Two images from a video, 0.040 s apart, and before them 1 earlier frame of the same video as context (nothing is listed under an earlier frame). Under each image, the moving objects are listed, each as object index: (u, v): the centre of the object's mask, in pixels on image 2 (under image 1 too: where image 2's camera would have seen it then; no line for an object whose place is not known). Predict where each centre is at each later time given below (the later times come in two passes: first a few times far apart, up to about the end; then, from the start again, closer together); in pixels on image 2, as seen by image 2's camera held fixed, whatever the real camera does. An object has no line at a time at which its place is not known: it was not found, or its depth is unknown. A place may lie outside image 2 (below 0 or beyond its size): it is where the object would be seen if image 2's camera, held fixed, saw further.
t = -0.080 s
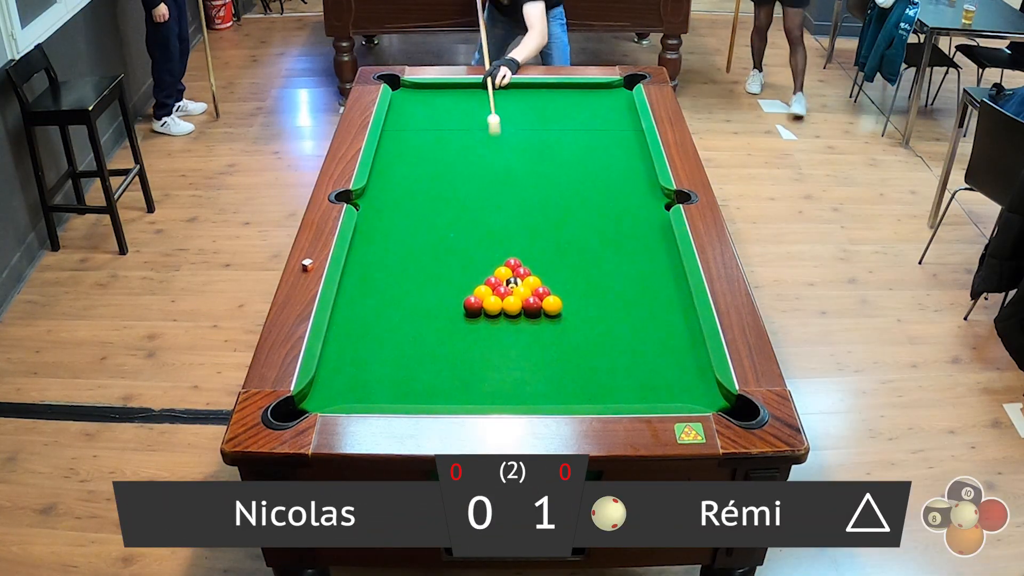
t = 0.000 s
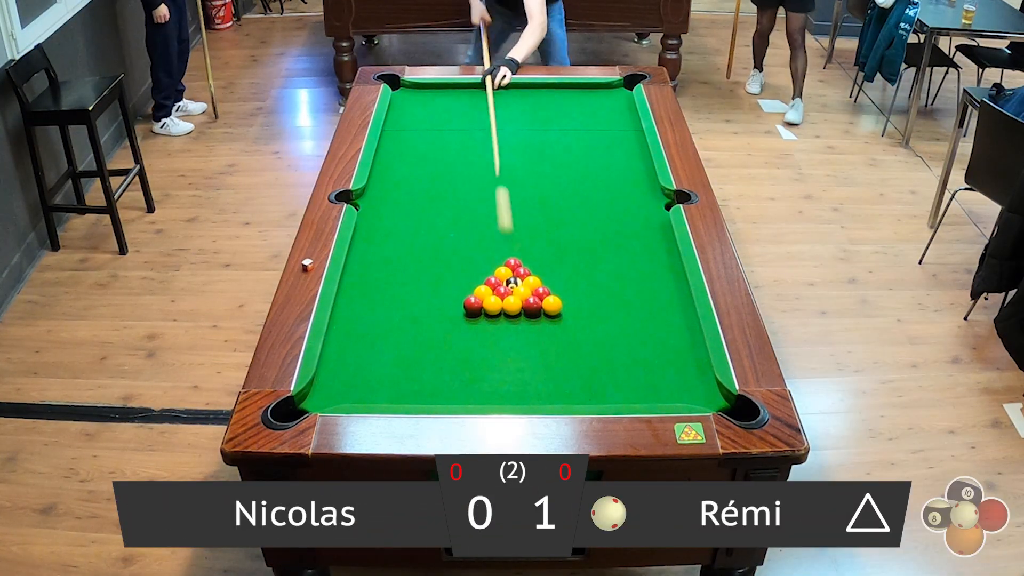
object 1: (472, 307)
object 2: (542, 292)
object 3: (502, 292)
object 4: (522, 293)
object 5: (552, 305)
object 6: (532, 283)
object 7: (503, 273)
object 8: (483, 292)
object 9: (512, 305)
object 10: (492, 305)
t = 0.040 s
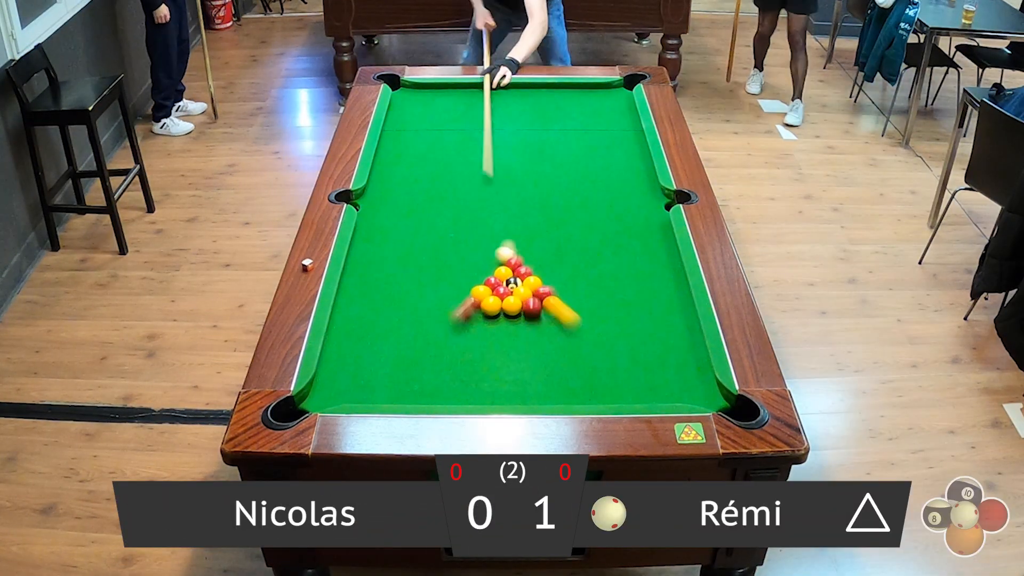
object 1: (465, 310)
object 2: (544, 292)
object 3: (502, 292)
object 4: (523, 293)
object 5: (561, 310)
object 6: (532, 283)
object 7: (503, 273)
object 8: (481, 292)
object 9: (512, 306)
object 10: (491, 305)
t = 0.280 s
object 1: (341, 334)
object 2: (605, 288)
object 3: (486, 302)
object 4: (532, 303)
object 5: (665, 317)
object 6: (543, 282)
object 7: (507, 269)
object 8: (443, 293)
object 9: (509, 313)
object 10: (465, 325)
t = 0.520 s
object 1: (396, 249)
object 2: (585, 244)
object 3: (472, 308)
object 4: (540, 310)
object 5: (670, 269)
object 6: (551, 280)
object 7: (510, 264)
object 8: (409, 292)
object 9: (507, 319)
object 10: (440, 343)
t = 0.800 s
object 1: (451, 175)
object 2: (608, 209)
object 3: (458, 314)
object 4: (549, 312)
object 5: (650, 223)
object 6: (557, 277)
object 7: (513, 259)
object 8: (372, 290)
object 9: (505, 324)
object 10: (412, 364)
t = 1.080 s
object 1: (493, 120)
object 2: (625, 174)
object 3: (446, 318)
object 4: (568, 290)
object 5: (626, 186)
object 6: (560, 275)
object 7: (514, 256)
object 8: (351, 288)
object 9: (504, 327)
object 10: (384, 384)
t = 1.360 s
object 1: (531, 92)
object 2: (635, 145)
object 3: (437, 322)
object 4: (588, 275)
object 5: (612, 162)
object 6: (558, 272)
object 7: (514, 255)
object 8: (372, 287)
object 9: (504, 328)
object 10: (360, 395)
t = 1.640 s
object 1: (585, 125)
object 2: (629, 120)
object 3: (431, 324)
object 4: (607, 264)
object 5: (600, 140)
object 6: (555, 268)
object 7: (514, 255)
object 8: (389, 285)
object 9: (505, 327)
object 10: (348, 384)
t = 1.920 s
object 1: (627, 124)
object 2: (616, 104)
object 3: (427, 325)
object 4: (624, 255)
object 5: (604, 157)
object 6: (553, 265)
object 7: (514, 255)
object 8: (404, 284)
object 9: (505, 328)
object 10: (337, 373)
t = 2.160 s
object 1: (619, 123)
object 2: (606, 93)
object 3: (426, 325)
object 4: (636, 247)
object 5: (609, 173)
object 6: (551, 264)
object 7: (514, 255)
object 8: (414, 283)
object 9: (505, 328)
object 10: (330, 366)
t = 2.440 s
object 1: (598, 123)
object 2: (590, 94)
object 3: (427, 325)
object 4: (648, 240)
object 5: (615, 193)
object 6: (551, 264)
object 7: (514, 255)
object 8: (423, 282)
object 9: (505, 328)
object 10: (331, 361)
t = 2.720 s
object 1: (578, 123)
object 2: (576, 96)
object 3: (427, 325)
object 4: (657, 234)
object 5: (621, 212)
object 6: (551, 264)
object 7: (514, 255)
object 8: (428, 280)
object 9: (505, 328)
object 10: (335, 357)
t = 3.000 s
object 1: (561, 123)
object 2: (563, 97)
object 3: (427, 325)
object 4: (664, 229)
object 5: (626, 231)
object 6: (551, 264)
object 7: (514, 255)
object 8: (430, 279)
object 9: (505, 328)
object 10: (336, 355)
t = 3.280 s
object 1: (546, 123)
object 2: (552, 98)
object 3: (427, 325)
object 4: (659, 227)
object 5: (631, 249)
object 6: (551, 264)
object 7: (514, 255)
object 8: (431, 279)
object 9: (505, 328)
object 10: (337, 355)
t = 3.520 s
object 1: (535, 123)
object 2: (545, 99)
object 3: (427, 325)
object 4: (657, 225)
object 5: (636, 264)
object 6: (551, 264)
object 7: (514, 255)
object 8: (431, 279)
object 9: (505, 328)
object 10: (337, 355)
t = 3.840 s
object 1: (523, 123)
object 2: (538, 101)
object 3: (427, 325)
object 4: (655, 224)
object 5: (642, 283)
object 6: (551, 264)
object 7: (514, 255)
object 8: (431, 279)
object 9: (505, 328)
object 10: (337, 355)
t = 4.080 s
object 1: (515, 123)
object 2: (534, 102)
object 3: (427, 325)
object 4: (655, 224)
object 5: (645, 296)
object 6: (551, 264)
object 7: (514, 255)
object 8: (431, 279)
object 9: (505, 328)
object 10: (337, 355)
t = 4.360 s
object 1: (510, 123)
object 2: (531, 103)
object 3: (427, 325)
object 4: (655, 224)
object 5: (649, 311)
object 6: (551, 264)
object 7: (514, 255)
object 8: (431, 279)
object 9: (505, 328)
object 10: (337, 355)
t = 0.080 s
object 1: (438, 337)
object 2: (557, 294)
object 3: (499, 295)
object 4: (525, 296)
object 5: (598, 342)
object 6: (535, 284)
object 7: (504, 273)
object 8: (474, 294)
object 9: (511, 307)
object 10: (487, 309)
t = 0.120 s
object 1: (406, 368)
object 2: (568, 293)
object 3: (496, 297)
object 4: (526, 298)
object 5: (639, 377)
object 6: (536, 284)
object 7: (505, 272)
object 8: (468, 294)
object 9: (511, 308)
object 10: (482, 312)
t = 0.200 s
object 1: (360, 376)
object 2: (587, 290)
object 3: (491, 300)
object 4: (529, 301)
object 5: (690, 359)
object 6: (539, 283)
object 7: (505, 271)
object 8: (455, 293)
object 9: (510, 311)
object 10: (474, 318)
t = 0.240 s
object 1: (349, 353)
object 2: (596, 289)
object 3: (489, 301)
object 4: (530, 302)
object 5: (687, 336)
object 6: (541, 283)
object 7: (506, 270)
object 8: (449, 293)
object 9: (510, 312)
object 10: (469, 322)
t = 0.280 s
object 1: (341, 334)
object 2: (605, 288)
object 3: (486, 302)
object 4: (532, 303)
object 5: (665, 317)
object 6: (543, 282)
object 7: (507, 269)
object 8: (443, 293)
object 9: (509, 313)
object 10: (465, 325)
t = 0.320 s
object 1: (343, 317)
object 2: (614, 286)
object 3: (484, 303)
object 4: (533, 304)
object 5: (645, 299)
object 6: (544, 282)
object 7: (507, 268)
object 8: (437, 293)
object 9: (509, 314)
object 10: (461, 328)
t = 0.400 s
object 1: (367, 288)
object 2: (595, 266)
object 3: (479, 305)
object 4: (536, 307)
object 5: (650, 285)
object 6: (547, 281)
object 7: (508, 266)
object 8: (426, 292)
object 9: (508, 316)
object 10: (453, 334)
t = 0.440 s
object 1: (377, 274)
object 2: (581, 256)
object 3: (477, 306)
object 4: (537, 308)
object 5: (659, 280)
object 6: (548, 280)
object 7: (509, 265)
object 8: (420, 292)
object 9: (508, 317)
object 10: (448, 337)
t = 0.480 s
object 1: (387, 261)
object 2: (582, 249)
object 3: (475, 307)
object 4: (538, 309)
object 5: (665, 275)
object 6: (549, 280)
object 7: (509, 265)
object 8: (414, 292)
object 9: (508, 318)
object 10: (444, 340)
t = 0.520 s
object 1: (396, 249)
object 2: (585, 244)
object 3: (472, 308)
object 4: (540, 310)
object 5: (670, 269)
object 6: (551, 280)
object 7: (510, 264)
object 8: (409, 292)
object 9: (507, 319)
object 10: (440, 343)
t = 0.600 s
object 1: (413, 226)
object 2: (592, 233)
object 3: (468, 310)
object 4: (542, 312)
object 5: (670, 256)
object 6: (553, 279)
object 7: (511, 262)
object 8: (398, 291)
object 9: (507, 321)
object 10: (432, 349)
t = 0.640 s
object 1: (422, 215)
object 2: (595, 228)
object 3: (466, 311)
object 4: (543, 313)
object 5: (666, 249)
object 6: (554, 279)
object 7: (511, 262)
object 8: (393, 291)
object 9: (506, 322)
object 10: (428, 352)
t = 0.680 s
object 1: (430, 204)
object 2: (599, 223)
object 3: (464, 312)
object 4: (544, 314)
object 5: (662, 243)
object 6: (555, 278)
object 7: (512, 261)
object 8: (387, 291)
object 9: (506, 322)
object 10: (424, 355)
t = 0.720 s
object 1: (437, 194)
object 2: (602, 218)
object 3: (462, 312)
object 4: (545, 314)
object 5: (657, 236)
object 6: (556, 278)
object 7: (512, 260)
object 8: (382, 291)
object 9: (506, 323)
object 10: (420, 358)
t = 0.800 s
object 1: (451, 175)
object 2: (608, 209)
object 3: (458, 314)
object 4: (549, 312)
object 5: (650, 223)
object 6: (557, 277)
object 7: (513, 259)
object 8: (372, 290)
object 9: (505, 324)
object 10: (412, 364)
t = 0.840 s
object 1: (458, 166)
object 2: (611, 204)
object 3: (456, 315)
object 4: (552, 308)
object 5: (646, 217)
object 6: (558, 277)
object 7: (513, 259)
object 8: (367, 290)
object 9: (505, 325)
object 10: (408, 367)
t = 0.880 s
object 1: (465, 158)
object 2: (613, 200)
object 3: (454, 316)
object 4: (554, 305)
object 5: (642, 211)
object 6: (558, 277)
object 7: (513, 258)
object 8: (362, 290)
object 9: (505, 325)
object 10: (404, 370)
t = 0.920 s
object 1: (471, 149)
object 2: (616, 195)
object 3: (452, 316)
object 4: (557, 302)
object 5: (638, 206)
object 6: (559, 277)
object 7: (514, 258)
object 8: (357, 289)
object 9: (504, 326)
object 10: (400, 373)
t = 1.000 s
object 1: (483, 134)
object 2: (620, 186)
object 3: (449, 317)
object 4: (562, 296)
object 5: (631, 195)
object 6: (560, 276)
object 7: (514, 257)
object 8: (348, 289)
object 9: (504, 327)
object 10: (392, 379)
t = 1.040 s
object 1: (488, 127)
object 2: (622, 180)
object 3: (447, 318)
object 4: (565, 293)
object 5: (629, 190)
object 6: (560, 275)
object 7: (514, 257)
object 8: (348, 289)
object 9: (504, 327)
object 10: (388, 382)
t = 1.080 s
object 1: (493, 120)
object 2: (625, 174)
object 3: (446, 318)
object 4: (568, 290)
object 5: (626, 186)
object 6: (560, 275)
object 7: (514, 256)
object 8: (351, 288)
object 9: (504, 327)
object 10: (384, 384)
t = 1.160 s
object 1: (504, 106)
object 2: (628, 166)
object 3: (443, 320)
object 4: (573, 285)
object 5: (622, 179)
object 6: (560, 274)
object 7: (515, 256)
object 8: (358, 288)
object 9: (504, 327)
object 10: (377, 390)
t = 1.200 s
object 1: (508, 100)
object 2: (629, 162)
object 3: (442, 320)
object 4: (576, 283)
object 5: (620, 175)
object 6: (560, 274)
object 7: (514, 255)
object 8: (360, 288)
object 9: (504, 328)
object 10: (373, 392)
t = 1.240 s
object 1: (513, 93)
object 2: (631, 158)
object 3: (440, 321)
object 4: (579, 281)
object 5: (618, 172)
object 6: (560, 274)
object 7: (515, 255)
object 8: (364, 288)
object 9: (504, 328)
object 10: (369, 394)
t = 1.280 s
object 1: (517, 88)
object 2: (632, 153)
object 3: (439, 321)
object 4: (582, 279)
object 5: (616, 169)
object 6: (560, 273)
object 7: (514, 255)
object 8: (366, 287)
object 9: (504, 328)
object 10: (365, 396)
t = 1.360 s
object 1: (531, 92)
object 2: (635, 145)
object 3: (437, 322)
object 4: (588, 275)
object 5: (612, 162)
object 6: (558, 272)
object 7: (514, 255)
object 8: (372, 287)
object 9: (504, 328)
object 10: (360, 395)
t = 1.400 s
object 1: (539, 97)
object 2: (636, 140)
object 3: (436, 322)
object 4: (591, 274)
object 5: (611, 159)
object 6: (558, 271)
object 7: (514, 255)
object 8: (375, 287)
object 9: (504, 328)
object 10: (358, 393)
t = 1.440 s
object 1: (547, 102)
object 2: (637, 136)
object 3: (435, 323)
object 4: (594, 272)
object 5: (609, 155)
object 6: (557, 270)
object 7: (514, 255)
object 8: (377, 286)
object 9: (504, 328)
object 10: (356, 392)
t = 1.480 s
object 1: (554, 107)
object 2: (637, 133)
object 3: (434, 323)
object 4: (596, 270)
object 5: (607, 152)
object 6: (557, 270)
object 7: (514, 255)
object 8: (380, 286)
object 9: (504, 327)
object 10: (354, 390)
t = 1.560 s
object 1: (570, 115)
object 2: (633, 126)
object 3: (432, 324)
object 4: (602, 267)
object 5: (604, 146)
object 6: (556, 269)
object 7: (514, 255)
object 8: (385, 286)
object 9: (504, 327)
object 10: (351, 387)
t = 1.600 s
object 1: (577, 120)
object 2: (631, 123)
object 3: (431, 324)
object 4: (605, 266)
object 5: (602, 143)
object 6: (555, 268)
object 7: (514, 255)
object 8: (387, 285)
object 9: (504, 327)
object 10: (349, 385)
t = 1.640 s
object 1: (585, 125)
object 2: (629, 120)
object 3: (431, 324)
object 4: (607, 264)
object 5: (600, 140)
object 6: (555, 268)
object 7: (514, 255)
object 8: (389, 285)
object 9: (505, 327)
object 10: (348, 384)
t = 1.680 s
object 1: (593, 128)
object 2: (627, 117)
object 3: (430, 324)
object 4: (610, 263)
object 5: (599, 138)
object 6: (555, 267)
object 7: (514, 255)
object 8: (392, 285)
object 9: (505, 327)
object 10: (346, 382)
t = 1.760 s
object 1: (605, 128)
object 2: (623, 112)
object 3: (429, 325)
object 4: (615, 260)
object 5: (601, 144)
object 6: (554, 266)
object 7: (514, 255)
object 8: (396, 285)
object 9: (505, 328)
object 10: (343, 379)
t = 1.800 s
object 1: (610, 126)
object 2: (621, 110)
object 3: (428, 325)
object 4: (617, 259)
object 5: (602, 148)
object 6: (554, 266)
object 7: (514, 255)
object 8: (398, 284)
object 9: (505, 328)
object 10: (342, 378)
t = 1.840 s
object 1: (616, 125)
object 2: (619, 108)
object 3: (428, 325)
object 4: (619, 257)
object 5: (603, 152)
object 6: (553, 266)
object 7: (514, 255)
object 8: (400, 284)
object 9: (505, 328)
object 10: (340, 376)
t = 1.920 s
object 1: (627, 124)
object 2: (616, 104)
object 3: (427, 325)
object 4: (624, 255)
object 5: (604, 157)
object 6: (553, 265)
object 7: (514, 255)
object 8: (404, 284)
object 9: (505, 328)
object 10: (337, 373)
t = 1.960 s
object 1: (633, 124)
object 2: (614, 102)
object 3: (427, 325)
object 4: (626, 253)
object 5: (605, 160)
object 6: (552, 265)
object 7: (514, 255)
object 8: (406, 284)
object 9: (505, 328)
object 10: (336, 372)
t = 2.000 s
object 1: (633, 123)
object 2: (613, 100)
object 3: (426, 325)
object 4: (628, 252)
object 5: (606, 162)
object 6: (552, 265)
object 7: (514, 255)
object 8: (407, 284)
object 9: (505, 327)
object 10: (335, 371)
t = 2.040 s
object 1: (629, 123)
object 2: (611, 99)
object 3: (426, 325)
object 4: (630, 251)
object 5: (607, 165)
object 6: (552, 265)
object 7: (514, 255)
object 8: (409, 283)
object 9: (505, 328)
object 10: (334, 370)
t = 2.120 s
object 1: (623, 123)
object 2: (608, 95)
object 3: (426, 325)
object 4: (634, 248)
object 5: (609, 171)
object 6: (551, 264)
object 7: (514, 255)
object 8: (412, 283)
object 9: (505, 328)
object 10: (331, 367)
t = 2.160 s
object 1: (619, 123)
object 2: (606, 93)
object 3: (426, 325)
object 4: (636, 247)
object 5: (609, 173)
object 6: (551, 264)
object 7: (514, 255)
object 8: (414, 283)
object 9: (505, 328)
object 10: (330, 366)
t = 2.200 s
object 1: (616, 123)
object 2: (604, 93)
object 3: (427, 325)
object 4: (638, 246)
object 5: (610, 176)
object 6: (551, 264)
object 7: (514, 255)
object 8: (416, 283)
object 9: (505, 328)
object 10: (329, 365)
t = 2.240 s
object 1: (613, 123)
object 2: (601, 94)
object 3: (427, 325)
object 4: (640, 245)
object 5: (611, 179)
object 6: (551, 264)
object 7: (514, 255)
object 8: (417, 283)
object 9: (505, 328)
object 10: (328, 364)
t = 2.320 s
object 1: (607, 123)
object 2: (597, 94)
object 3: (427, 325)
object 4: (643, 243)
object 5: (613, 184)
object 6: (551, 264)
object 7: (514, 255)
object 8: (420, 282)
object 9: (505, 328)
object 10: (329, 363)
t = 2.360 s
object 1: (604, 123)
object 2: (595, 94)
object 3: (427, 325)
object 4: (645, 242)
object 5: (613, 187)
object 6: (551, 264)
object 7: (514, 255)
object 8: (421, 282)
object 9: (505, 328)
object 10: (329, 362)
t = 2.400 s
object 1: (600, 123)
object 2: (592, 94)
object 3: (427, 325)
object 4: (646, 241)
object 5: (614, 190)
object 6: (551, 264)
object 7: (514, 255)
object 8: (422, 282)
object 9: (505, 328)
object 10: (330, 361)
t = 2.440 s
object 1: (598, 123)
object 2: (590, 94)
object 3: (427, 325)
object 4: (648, 240)
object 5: (615, 193)
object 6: (551, 264)
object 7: (514, 255)
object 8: (423, 282)
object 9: (505, 328)
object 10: (331, 361)
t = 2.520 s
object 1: (592, 123)
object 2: (586, 95)
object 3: (427, 325)
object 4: (650, 238)
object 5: (617, 198)
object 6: (551, 264)
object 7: (514, 255)
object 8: (425, 281)
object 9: (505, 328)
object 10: (332, 360)
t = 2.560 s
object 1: (589, 123)
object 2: (584, 95)
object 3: (427, 325)
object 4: (652, 237)
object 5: (617, 201)
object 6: (551, 264)
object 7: (514, 255)
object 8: (426, 281)
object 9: (505, 328)
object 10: (333, 359)
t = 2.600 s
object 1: (586, 123)
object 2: (582, 95)
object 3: (427, 325)
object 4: (653, 236)
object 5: (618, 204)
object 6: (551, 264)
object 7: (514, 255)
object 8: (427, 281)
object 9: (505, 328)
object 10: (333, 359)
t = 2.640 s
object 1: (583, 123)
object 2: (580, 96)
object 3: (427, 325)
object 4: (655, 236)
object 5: (619, 206)
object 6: (551, 264)
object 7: (514, 255)
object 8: (427, 281)
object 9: (505, 328)
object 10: (334, 358)
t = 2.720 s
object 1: (578, 123)
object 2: (576, 96)
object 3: (427, 325)
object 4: (657, 234)
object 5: (621, 212)
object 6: (551, 264)
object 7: (514, 255)
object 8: (428, 280)
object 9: (505, 328)
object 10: (335, 357)
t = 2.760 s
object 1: (575, 123)
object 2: (574, 96)
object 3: (427, 325)
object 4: (658, 233)
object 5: (622, 214)
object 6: (551, 264)
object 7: (514, 255)
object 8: (429, 280)
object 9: (505, 328)
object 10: (335, 357)
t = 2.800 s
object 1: (573, 123)
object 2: (572, 96)
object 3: (427, 325)
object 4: (660, 232)
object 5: (622, 217)
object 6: (551, 264)
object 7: (514, 255)
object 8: (429, 280)
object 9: (505, 328)
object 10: (335, 357)
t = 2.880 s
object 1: (568, 123)
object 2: (568, 97)
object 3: (427, 325)
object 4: (662, 231)
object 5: (624, 222)
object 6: (551, 264)
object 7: (514, 255)
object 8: (430, 280)
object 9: (505, 328)
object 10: (336, 356)
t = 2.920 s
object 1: (565, 123)
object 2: (567, 97)
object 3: (427, 325)
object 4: (663, 230)
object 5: (625, 225)
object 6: (551, 264)
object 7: (514, 255)
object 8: (430, 279)
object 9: (505, 328)
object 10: (336, 356)
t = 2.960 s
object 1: (563, 123)
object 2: (565, 97)
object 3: (427, 325)
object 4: (664, 230)
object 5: (625, 228)
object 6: (551, 264)
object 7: (514, 255)
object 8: (430, 279)
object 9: (505, 328)
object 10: (336, 355)
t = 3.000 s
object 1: (561, 123)
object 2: (563, 97)
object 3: (427, 325)
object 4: (664, 229)
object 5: (626, 231)
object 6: (551, 264)
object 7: (514, 255)
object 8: (430, 279)
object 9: (505, 328)
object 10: (336, 355)
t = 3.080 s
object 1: (556, 123)
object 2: (560, 97)
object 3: (427, 325)
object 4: (663, 228)
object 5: (628, 236)
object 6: (551, 264)
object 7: (514, 255)
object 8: (430, 279)
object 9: (505, 328)
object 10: (336, 355)
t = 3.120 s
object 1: (554, 123)
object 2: (558, 98)
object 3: (427, 325)
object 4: (662, 228)
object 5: (628, 238)
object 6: (551, 264)
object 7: (514, 255)
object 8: (430, 279)
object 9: (505, 328)
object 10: (337, 355)
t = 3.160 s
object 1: (552, 123)
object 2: (557, 98)
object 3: (427, 325)
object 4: (661, 228)
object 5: (629, 241)
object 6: (551, 264)
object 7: (514, 255)
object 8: (430, 279)
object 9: (505, 328)
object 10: (337, 355)
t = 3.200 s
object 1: (550, 123)
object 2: (555, 98)
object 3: (427, 325)
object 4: (660, 227)
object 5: (630, 244)
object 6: (551, 264)
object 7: (514, 255)
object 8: (431, 279)
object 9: (505, 328)
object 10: (337, 355)
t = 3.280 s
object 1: (546, 123)
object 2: (552, 98)
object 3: (427, 325)
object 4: (659, 227)
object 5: (631, 249)
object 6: (551, 264)
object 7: (514, 255)
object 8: (431, 279)
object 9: (505, 328)
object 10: (337, 355)
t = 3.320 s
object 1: (544, 123)
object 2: (551, 98)
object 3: (427, 325)
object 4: (659, 226)
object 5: (632, 251)
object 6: (551, 264)
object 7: (514, 255)
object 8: (431, 279)
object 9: (505, 328)
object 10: (337, 355)
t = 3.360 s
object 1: (542, 123)
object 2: (550, 98)
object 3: (427, 325)
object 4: (658, 226)
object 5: (633, 254)
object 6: (551, 264)
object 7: (514, 255)
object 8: (431, 279)
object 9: (505, 328)
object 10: (337, 355)
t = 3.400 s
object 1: (540, 123)
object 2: (549, 98)
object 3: (427, 325)
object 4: (658, 226)
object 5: (633, 256)
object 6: (551, 264)
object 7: (514, 255)
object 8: (431, 279)
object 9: (505, 328)
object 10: (336, 355)
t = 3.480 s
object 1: (536, 123)
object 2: (546, 99)
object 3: (427, 325)
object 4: (657, 225)
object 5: (635, 261)
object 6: (551, 264)
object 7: (514, 255)
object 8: (431, 279)
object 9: (505, 328)
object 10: (336, 355)
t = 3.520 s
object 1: (535, 123)
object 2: (545, 99)
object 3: (427, 325)
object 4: (657, 225)
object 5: (636, 264)
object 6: (551, 264)
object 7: (514, 255)
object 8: (431, 279)
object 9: (505, 328)
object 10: (337, 355)
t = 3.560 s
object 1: (533, 122)
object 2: (544, 99)
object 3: (427, 325)
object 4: (656, 225)
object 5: (637, 266)
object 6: (551, 264)
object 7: (514, 255)
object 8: (431, 279)
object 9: (505, 328)
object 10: (337, 355)
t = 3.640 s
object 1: (530, 123)
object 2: (542, 99)
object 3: (427, 325)
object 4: (656, 225)
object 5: (638, 271)
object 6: (551, 264)
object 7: (514, 255)
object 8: (431, 279)
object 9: (505, 328)
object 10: (336, 355)
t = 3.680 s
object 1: (528, 123)
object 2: (541, 99)
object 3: (427, 325)
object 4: (656, 225)
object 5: (639, 273)
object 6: (551, 264)
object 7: (514, 255)
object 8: (431, 279)
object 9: (505, 328)
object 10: (337, 355)
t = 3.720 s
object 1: (527, 123)
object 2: (540, 100)
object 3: (427, 325)
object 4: (656, 224)
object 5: (639, 276)
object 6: (551, 264)
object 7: (514, 255)
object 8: (431, 279)
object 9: (505, 328)
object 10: (337, 355)
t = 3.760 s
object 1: (525, 123)
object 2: (539, 100)
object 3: (427, 325)
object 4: (655, 224)
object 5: (640, 278)
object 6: (551, 264)
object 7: (514, 255)
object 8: (431, 279)
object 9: (505, 328)
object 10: (337, 355)
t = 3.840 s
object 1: (523, 123)
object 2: (538, 101)
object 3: (427, 325)
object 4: (655, 224)
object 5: (642, 283)
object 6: (551, 264)
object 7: (514, 255)
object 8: (431, 279)
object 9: (505, 328)
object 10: (337, 355)
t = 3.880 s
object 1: (521, 123)
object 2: (537, 101)
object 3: (427, 325)
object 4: (655, 224)
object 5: (642, 285)
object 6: (551, 264)
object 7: (514, 255)
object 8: (431, 279)
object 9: (505, 328)
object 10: (337, 355)
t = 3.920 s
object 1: (520, 123)
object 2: (536, 101)
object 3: (427, 325)
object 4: (655, 224)
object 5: (643, 287)
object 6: (551, 264)
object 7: (514, 255)
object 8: (431, 279)
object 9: (505, 328)
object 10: (337, 355)
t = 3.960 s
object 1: (519, 123)
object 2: (536, 102)
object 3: (427, 325)
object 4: (655, 224)
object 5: (643, 290)
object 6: (551, 264)
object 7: (514, 255)
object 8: (431, 279)
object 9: (505, 328)
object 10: (337, 355)
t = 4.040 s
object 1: (517, 123)
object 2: (534, 102)
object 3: (427, 325)
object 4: (655, 224)
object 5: (644, 294)
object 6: (551, 264)
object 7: (514, 255)
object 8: (431, 279)
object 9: (505, 328)
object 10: (337, 355)
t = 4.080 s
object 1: (515, 123)
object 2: (534, 102)
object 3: (427, 325)
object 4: (655, 224)
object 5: (645, 296)
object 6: (551, 264)
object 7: (514, 255)
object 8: (431, 279)
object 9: (505, 328)
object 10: (337, 355)
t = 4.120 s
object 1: (515, 123)
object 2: (534, 102)
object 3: (427, 325)
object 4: (655, 224)
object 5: (646, 298)
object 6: (551, 264)
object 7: (514, 255)
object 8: (431, 279)
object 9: (505, 328)
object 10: (337, 355)
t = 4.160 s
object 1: (513, 123)
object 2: (533, 102)
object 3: (427, 325)
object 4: (655, 224)
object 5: (646, 300)
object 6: (551, 264)
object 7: (514, 255)
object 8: (431, 279)
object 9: (505, 328)
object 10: (337, 355)
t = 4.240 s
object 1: (512, 123)
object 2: (532, 103)
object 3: (427, 325)
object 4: (655, 224)
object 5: (647, 304)
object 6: (551, 264)
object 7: (514, 255)
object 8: (431, 279)
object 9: (505, 328)
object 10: (337, 355)
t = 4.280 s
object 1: (511, 123)
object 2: (532, 103)
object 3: (427, 325)
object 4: (655, 224)
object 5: (648, 306)
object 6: (551, 264)
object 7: (514, 255)
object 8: (431, 279)
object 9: (505, 328)
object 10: (337, 355)
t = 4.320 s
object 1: (510, 123)
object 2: (531, 103)
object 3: (427, 325)
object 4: (655, 224)
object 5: (648, 308)
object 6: (551, 264)
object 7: (514, 255)
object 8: (431, 279)
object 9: (505, 328)
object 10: (337, 355)
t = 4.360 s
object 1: (510, 123)
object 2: (531, 103)
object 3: (427, 325)
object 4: (655, 224)
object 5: (649, 311)
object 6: (551, 264)
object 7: (514, 255)
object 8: (431, 279)
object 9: (505, 328)
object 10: (337, 355)
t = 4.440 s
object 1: (508, 123)
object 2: (531, 103)
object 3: (427, 325)
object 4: (655, 224)
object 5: (650, 314)
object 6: (551, 264)
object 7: (514, 255)
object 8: (431, 279)
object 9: (505, 328)
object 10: (337, 355)
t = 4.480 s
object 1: (508, 123)
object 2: (531, 103)
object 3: (427, 325)
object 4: (655, 224)
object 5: (650, 316)
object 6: (551, 264)
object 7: (514, 255)
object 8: (431, 279)
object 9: (504, 328)
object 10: (337, 355)
